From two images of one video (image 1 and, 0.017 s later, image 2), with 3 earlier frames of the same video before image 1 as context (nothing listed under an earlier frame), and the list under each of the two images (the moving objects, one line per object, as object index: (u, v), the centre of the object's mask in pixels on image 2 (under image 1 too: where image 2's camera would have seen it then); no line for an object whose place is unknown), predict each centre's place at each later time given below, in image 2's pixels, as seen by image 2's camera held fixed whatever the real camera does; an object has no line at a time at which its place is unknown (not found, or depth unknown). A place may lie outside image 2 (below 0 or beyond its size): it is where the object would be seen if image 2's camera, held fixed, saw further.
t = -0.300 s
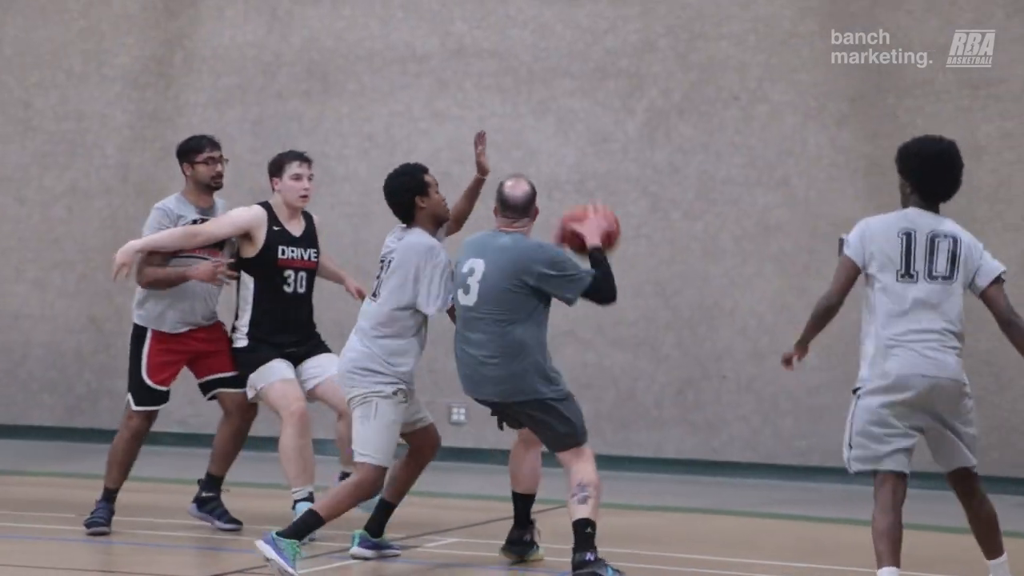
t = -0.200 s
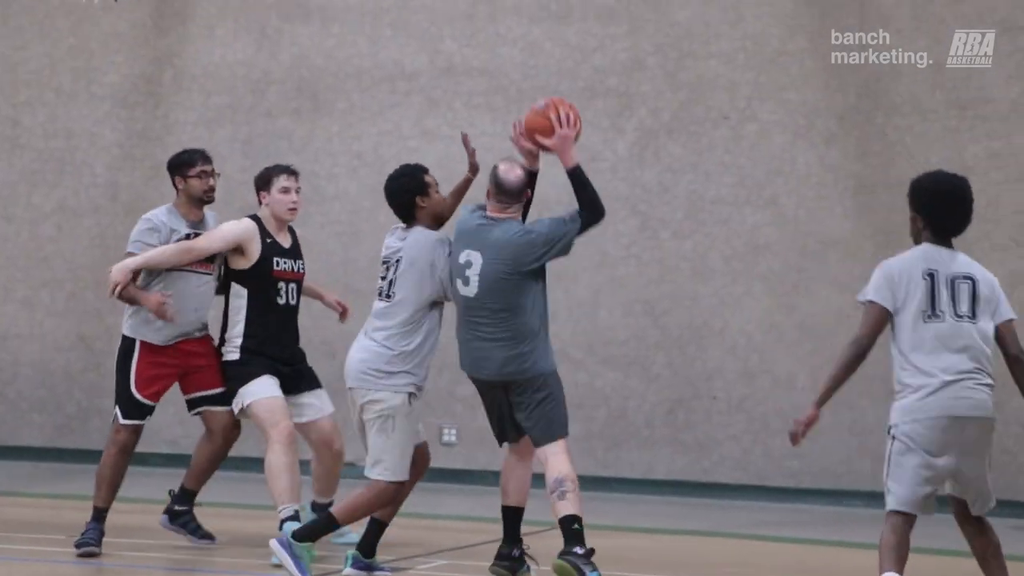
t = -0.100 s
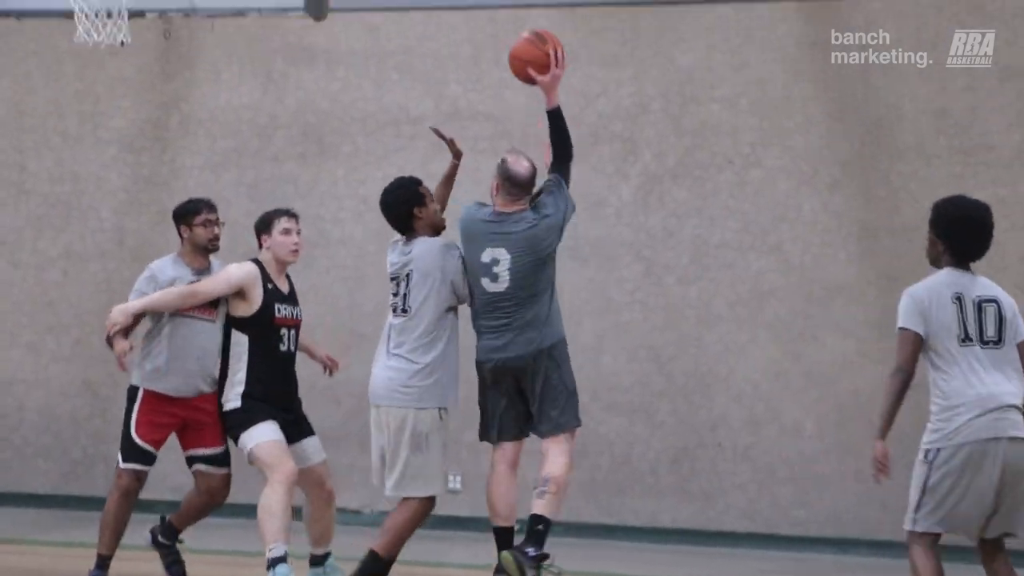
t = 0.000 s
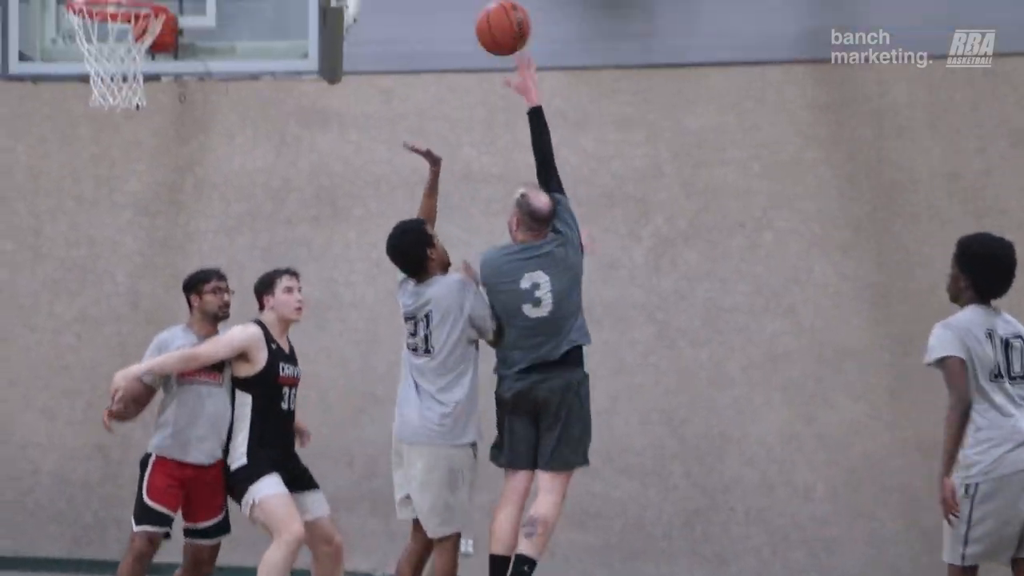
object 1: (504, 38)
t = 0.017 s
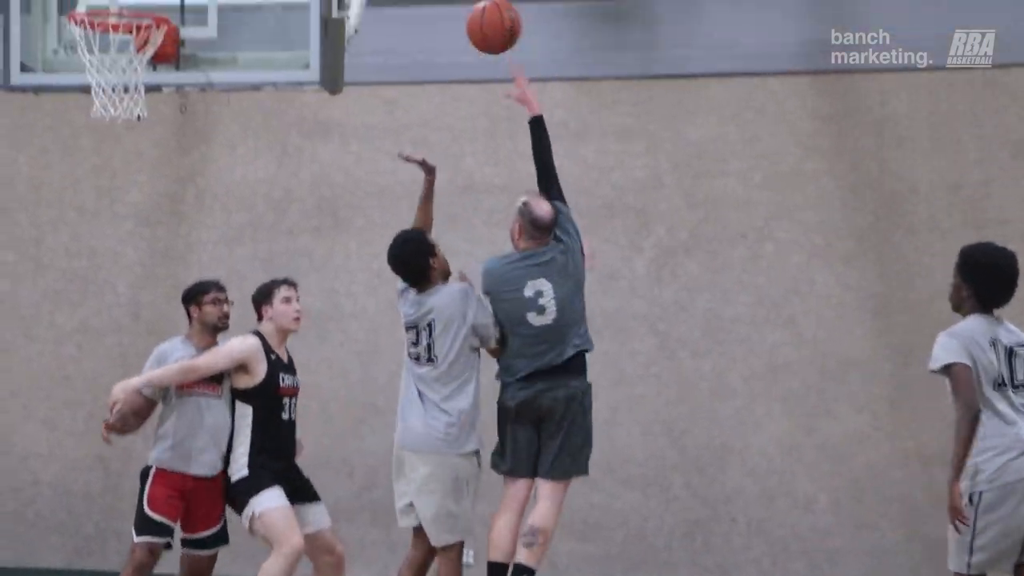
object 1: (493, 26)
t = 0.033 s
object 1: (483, 15)
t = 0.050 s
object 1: (474, 4)
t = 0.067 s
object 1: (464, -6)
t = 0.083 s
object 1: (454, -16)
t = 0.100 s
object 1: (444, -26)
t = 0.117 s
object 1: (434, -33)
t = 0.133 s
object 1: (424, -41)
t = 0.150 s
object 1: (414, -48)
